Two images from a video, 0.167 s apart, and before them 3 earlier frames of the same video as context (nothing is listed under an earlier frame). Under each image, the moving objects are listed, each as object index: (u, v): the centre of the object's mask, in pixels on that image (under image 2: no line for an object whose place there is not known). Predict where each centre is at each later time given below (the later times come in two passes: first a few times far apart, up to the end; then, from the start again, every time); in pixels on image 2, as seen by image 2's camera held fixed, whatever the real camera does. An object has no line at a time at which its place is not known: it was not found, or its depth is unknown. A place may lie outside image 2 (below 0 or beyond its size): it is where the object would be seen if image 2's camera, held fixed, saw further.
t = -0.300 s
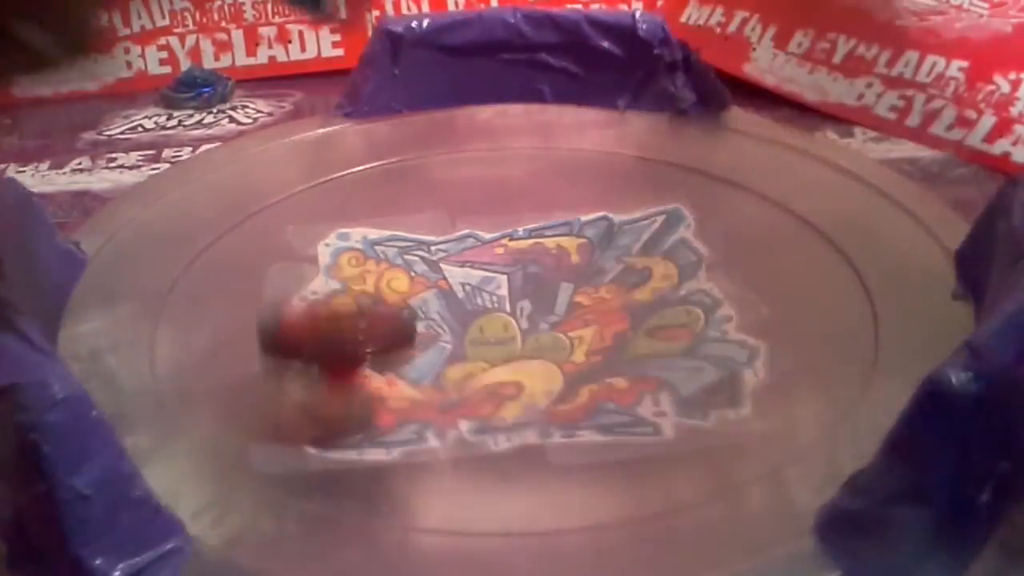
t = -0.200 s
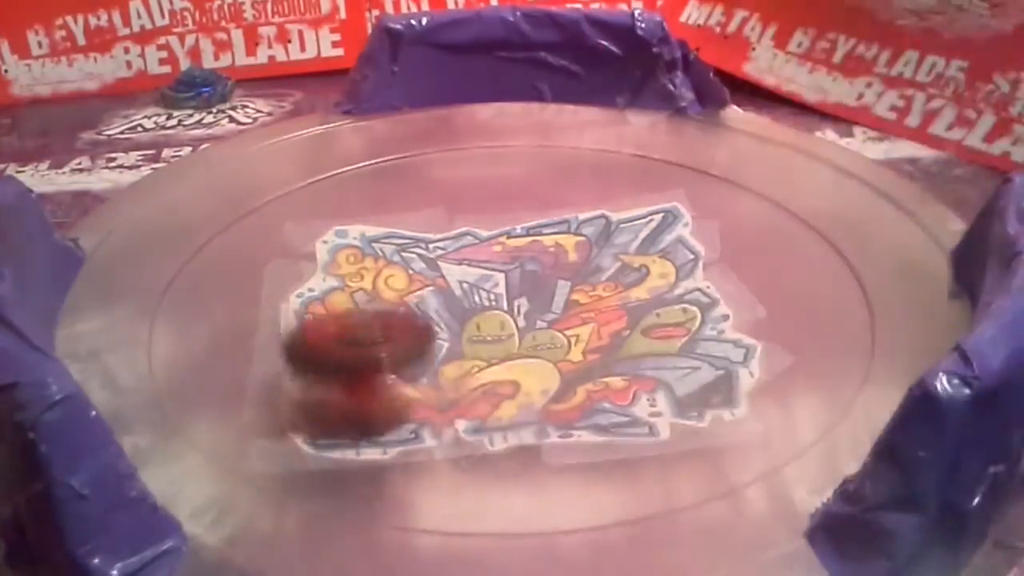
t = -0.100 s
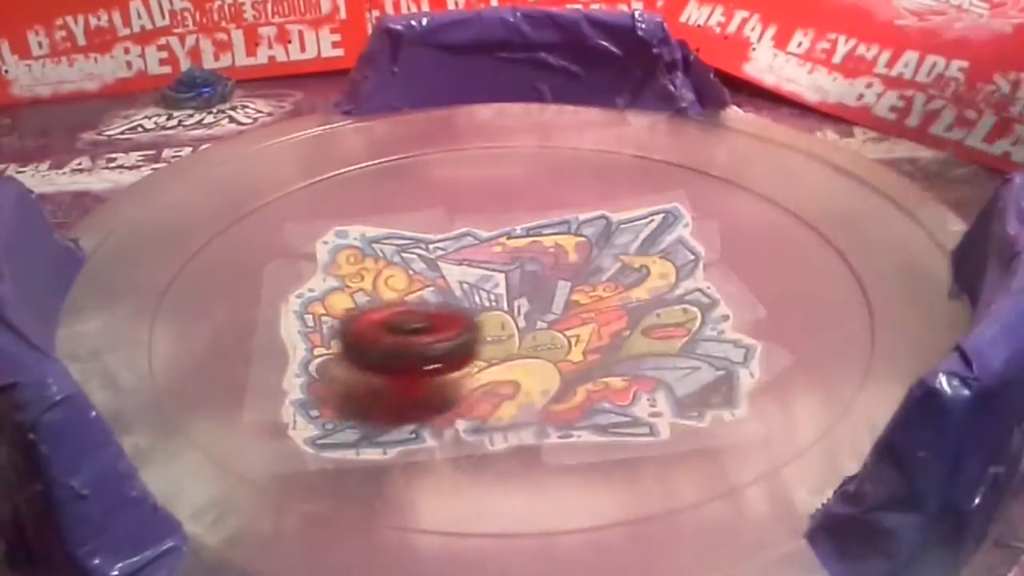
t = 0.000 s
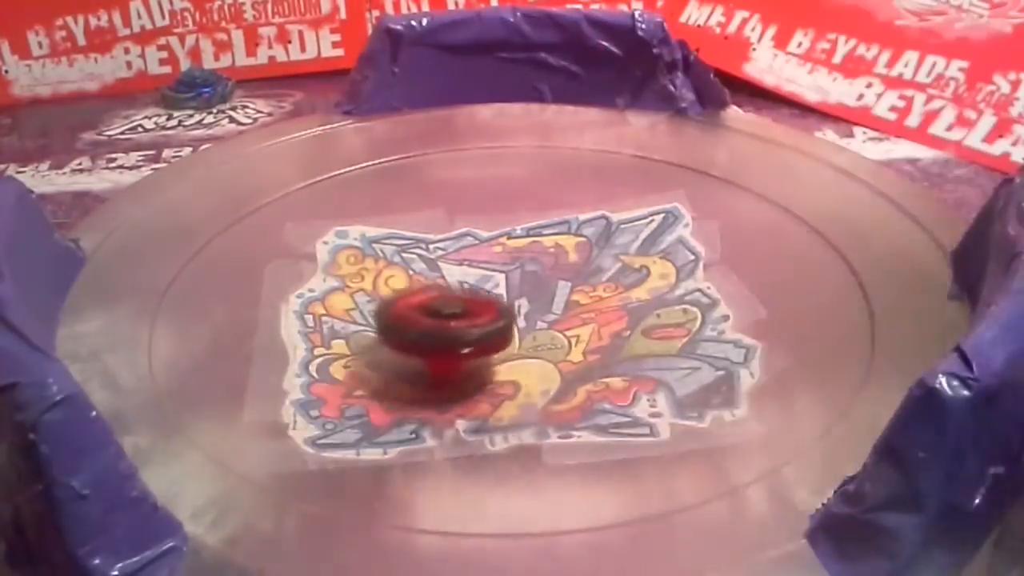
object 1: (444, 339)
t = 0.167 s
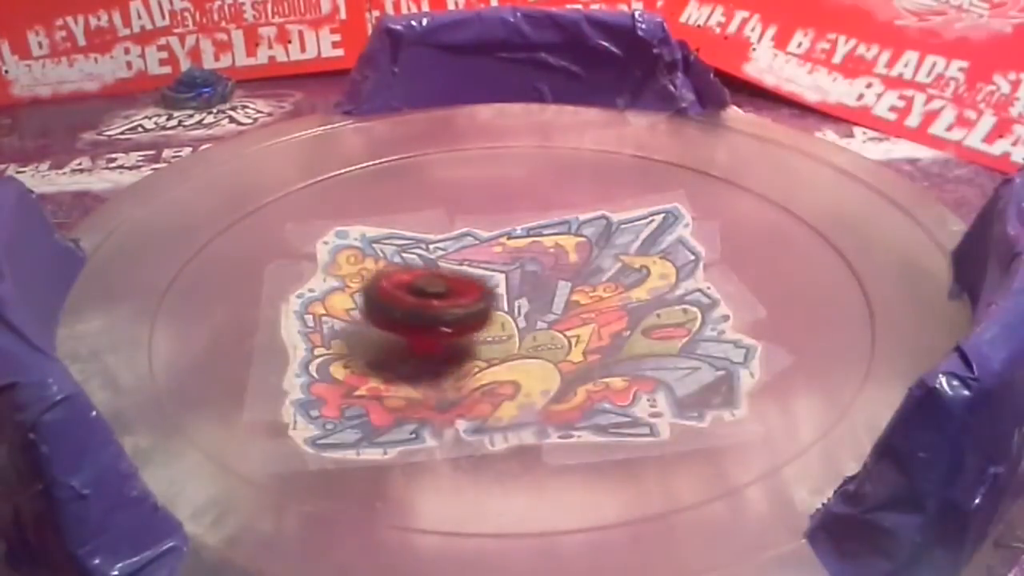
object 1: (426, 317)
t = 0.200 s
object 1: (413, 315)
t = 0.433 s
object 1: (342, 301)
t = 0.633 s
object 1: (332, 303)
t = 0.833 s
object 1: (359, 303)
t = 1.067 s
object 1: (392, 300)
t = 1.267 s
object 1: (413, 280)
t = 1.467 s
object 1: (425, 258)
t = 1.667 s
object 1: (439, 246)
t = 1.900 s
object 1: (453, 237)
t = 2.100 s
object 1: (473, 236)
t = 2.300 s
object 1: (501, 233)
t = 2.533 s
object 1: (526, 234)
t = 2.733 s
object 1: (543, 236)
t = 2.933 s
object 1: (559, 245)
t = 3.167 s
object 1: (583, 259)
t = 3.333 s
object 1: (601, 269)
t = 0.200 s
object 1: (413, 315)
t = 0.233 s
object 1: (403, 308)
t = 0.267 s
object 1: (389, 306)
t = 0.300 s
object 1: (381, 304)
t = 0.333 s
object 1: (368, 301)
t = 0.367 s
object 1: (358, 300)
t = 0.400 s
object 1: (348, 301)
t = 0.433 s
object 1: (342, 301)
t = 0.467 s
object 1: (337, 300)
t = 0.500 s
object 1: (333, 299)
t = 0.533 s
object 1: (330, 300)
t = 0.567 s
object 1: (330, 300)
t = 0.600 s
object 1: (330, 301)
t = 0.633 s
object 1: (332, 303)
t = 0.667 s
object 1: (334, 302)
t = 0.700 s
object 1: (338, 304)
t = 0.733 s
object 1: (343, 304)
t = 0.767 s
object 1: (348, 304)
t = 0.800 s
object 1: (354, 307)
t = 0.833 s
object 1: (359, 303)
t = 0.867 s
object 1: (364, 301)
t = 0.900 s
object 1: (370, 304)
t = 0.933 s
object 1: (375, 304)
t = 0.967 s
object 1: (380, 303)
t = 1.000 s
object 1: (385, 302)
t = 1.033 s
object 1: (388, 301)
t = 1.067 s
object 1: (392, 300)
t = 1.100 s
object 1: (396, 298)
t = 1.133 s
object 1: (401, 294)
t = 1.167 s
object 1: (405, 289)
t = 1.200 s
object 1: (409, 285)
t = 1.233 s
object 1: (412, 282)
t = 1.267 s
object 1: (413, 280)
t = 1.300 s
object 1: (415, 275)
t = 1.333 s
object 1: (418, 271)
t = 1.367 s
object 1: (420, 268)
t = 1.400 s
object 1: (422, 265)
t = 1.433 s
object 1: (423, 261)
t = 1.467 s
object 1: (425, 258)
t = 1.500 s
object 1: (426, 256)
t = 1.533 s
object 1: (428, 255)
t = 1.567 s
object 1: (431, 253)
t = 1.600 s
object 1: (434, 251)
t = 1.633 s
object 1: (437, 248)
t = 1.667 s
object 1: (439, 246)
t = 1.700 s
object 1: (441, 245)
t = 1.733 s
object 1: (443, 244)
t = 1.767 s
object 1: (445, 243)
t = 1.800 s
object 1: (447, 242)
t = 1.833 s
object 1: (449, 240)
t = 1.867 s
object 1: (450, 236)
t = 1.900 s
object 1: (453, 237)
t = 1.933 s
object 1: (455, 234)
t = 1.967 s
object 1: (459, 237)
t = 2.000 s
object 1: (461, 234)
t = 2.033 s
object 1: (465, 234)
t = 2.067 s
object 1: (469, 235)
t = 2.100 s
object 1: (473, 236)
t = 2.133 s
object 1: (478, 236)
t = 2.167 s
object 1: (482, 236)
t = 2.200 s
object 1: (487, 237)
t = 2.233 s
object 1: (492, 237)
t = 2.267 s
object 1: (496, 234)
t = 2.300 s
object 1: (501, 233)
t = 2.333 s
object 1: (506, 235)
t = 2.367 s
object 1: (511, 234)
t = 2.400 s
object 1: (514, 234)
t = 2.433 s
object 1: (517, 235)
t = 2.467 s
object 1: (520, 234)
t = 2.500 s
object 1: (523, 234)
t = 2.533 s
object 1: (526, 234)
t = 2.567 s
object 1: (529, 233)
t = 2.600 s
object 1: (532, 233)
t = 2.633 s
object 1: (535, 234)
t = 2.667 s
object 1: (538, 234)
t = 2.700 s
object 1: (540, 234)
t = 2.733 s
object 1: (543, 236)
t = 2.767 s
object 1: (546, 237)
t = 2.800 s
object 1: (549, 238)
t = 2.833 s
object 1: (551, 238)
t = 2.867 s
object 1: (554, 240)
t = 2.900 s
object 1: (556, 243)
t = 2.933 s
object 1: (559, 245)
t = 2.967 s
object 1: (562, 246)
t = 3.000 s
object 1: (565, 248)
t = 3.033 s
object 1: (569, 250)
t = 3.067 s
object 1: (572, 253)
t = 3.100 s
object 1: (576, 256)
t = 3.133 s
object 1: (579, 258)
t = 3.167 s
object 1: (583, 259)
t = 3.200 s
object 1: (586, 263)
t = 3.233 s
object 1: (590, 263)
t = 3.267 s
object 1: (593, 263)
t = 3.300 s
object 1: (597, 263)
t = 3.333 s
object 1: (601, 269)
